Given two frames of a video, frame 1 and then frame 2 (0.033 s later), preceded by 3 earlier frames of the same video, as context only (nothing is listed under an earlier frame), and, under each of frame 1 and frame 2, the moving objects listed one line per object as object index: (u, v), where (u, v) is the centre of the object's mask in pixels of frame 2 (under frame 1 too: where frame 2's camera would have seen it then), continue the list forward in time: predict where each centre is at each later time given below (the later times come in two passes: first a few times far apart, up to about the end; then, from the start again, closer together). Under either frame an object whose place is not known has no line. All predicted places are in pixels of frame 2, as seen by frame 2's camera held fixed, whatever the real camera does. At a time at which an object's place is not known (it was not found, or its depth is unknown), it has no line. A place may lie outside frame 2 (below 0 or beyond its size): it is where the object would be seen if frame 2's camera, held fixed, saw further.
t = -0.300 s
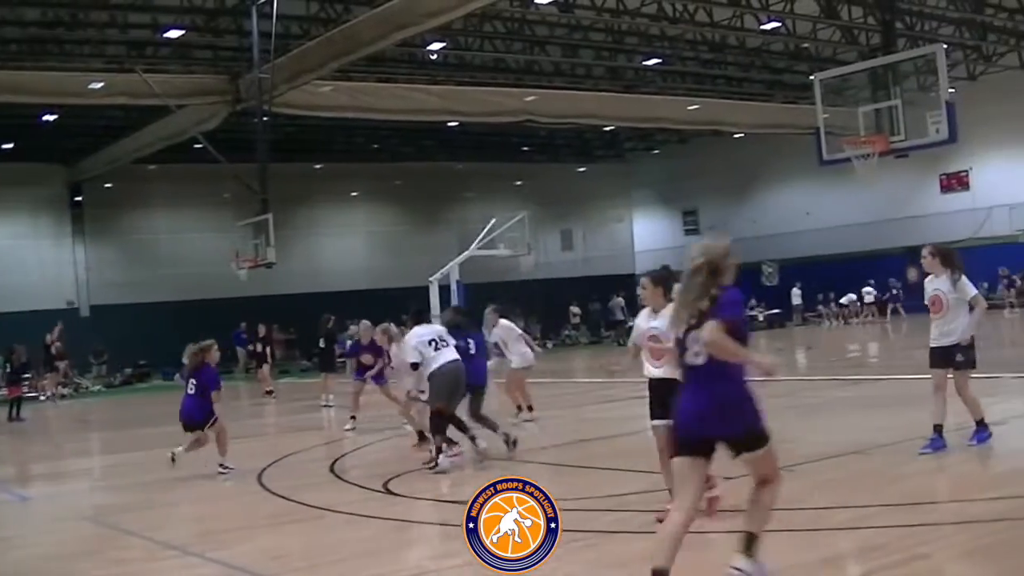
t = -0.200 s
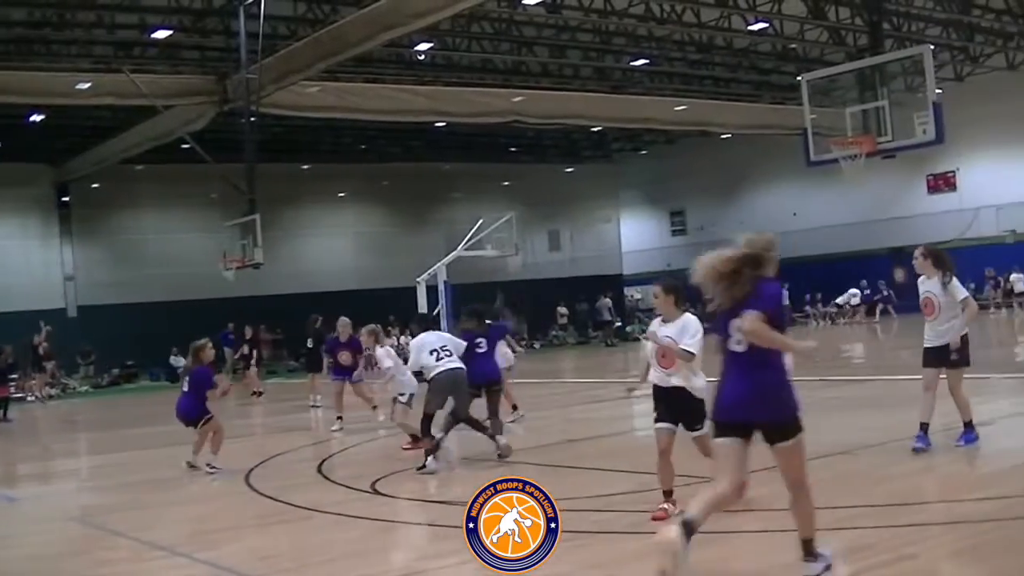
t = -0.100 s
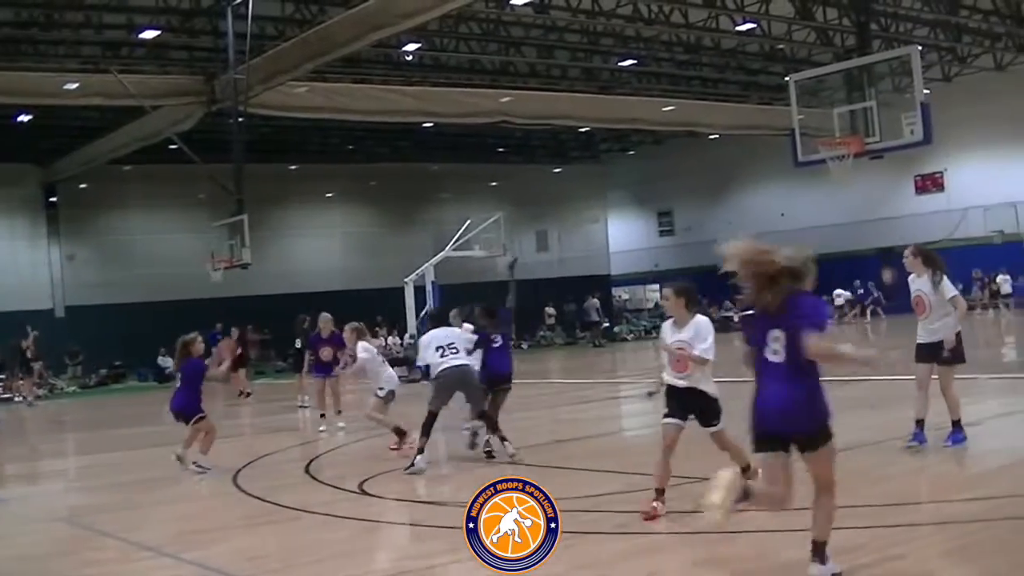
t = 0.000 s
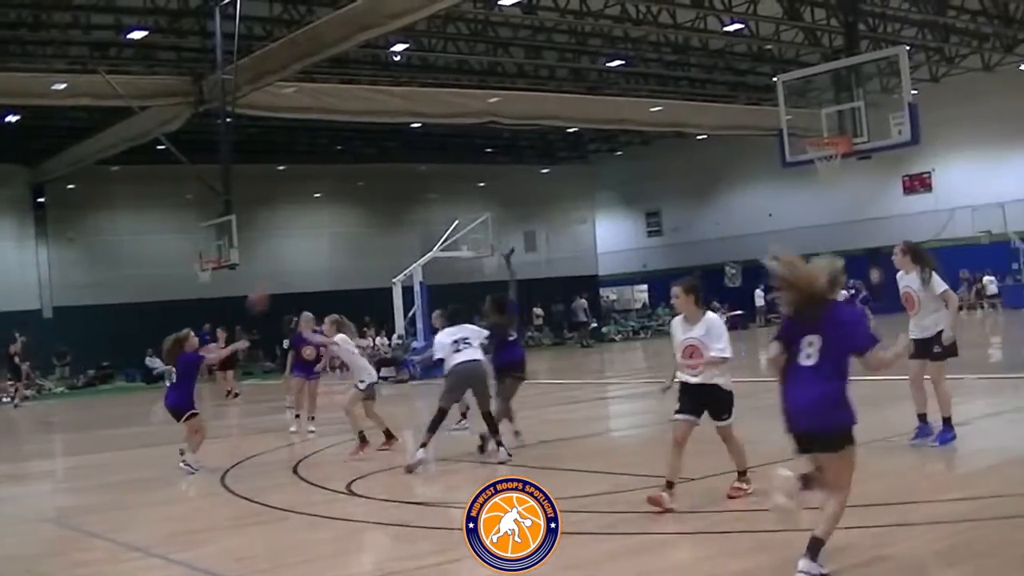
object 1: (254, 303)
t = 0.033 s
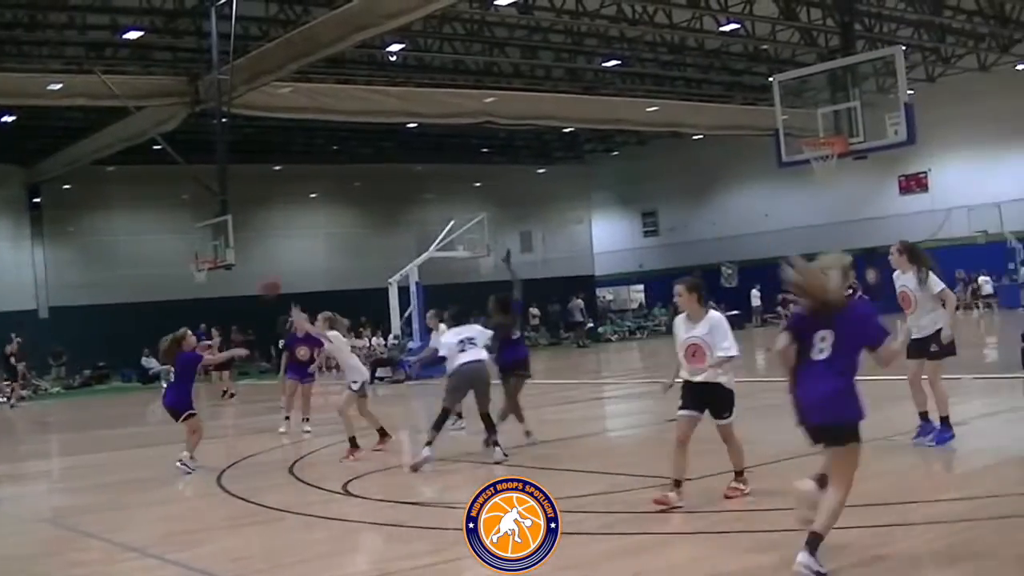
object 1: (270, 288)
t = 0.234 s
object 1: (364, 217)
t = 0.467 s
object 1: (469, 185)
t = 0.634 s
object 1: (541, 190)
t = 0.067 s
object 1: (287, 272)
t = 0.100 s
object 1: (301, 260)
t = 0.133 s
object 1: (316, 248)
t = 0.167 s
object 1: (333, 238)
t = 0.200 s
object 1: (350, 226)
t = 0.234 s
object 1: (364, 217)
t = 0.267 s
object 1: (378, 208)
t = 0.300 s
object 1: (394, 203)
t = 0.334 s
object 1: (408, 196)
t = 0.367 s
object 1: (423, 192)
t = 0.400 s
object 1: (439, 188)
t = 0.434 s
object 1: (453, 186)
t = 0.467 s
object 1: (469, 185)
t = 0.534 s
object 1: (499, 185)
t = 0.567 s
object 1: (513, 186)
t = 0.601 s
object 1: (528, 188)
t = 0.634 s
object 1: (541, 190)
